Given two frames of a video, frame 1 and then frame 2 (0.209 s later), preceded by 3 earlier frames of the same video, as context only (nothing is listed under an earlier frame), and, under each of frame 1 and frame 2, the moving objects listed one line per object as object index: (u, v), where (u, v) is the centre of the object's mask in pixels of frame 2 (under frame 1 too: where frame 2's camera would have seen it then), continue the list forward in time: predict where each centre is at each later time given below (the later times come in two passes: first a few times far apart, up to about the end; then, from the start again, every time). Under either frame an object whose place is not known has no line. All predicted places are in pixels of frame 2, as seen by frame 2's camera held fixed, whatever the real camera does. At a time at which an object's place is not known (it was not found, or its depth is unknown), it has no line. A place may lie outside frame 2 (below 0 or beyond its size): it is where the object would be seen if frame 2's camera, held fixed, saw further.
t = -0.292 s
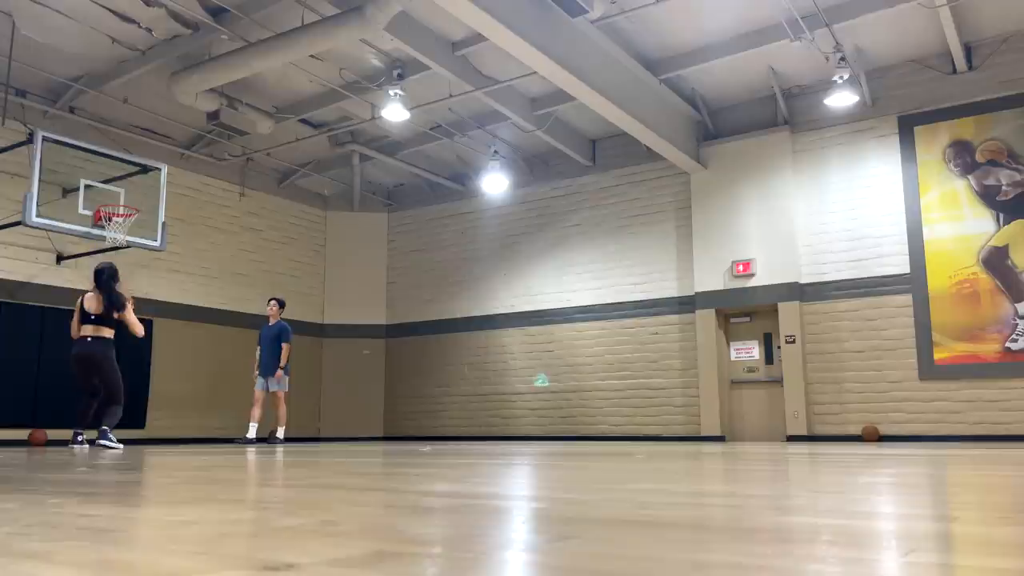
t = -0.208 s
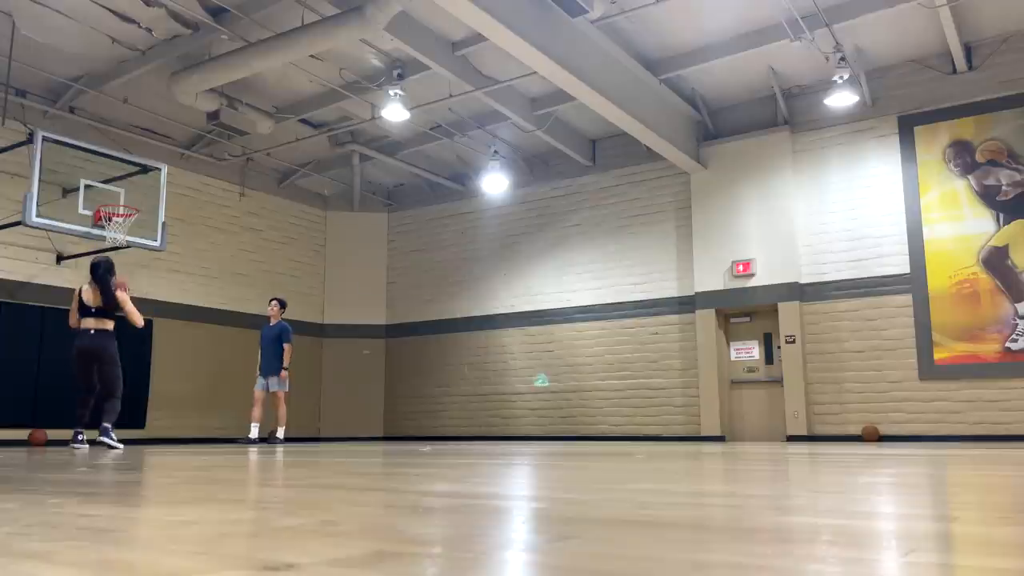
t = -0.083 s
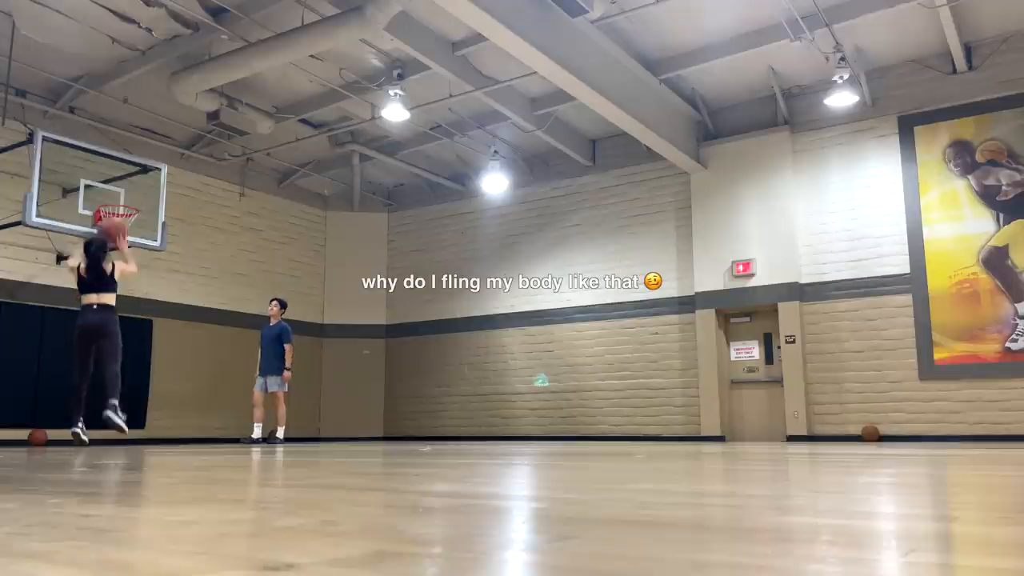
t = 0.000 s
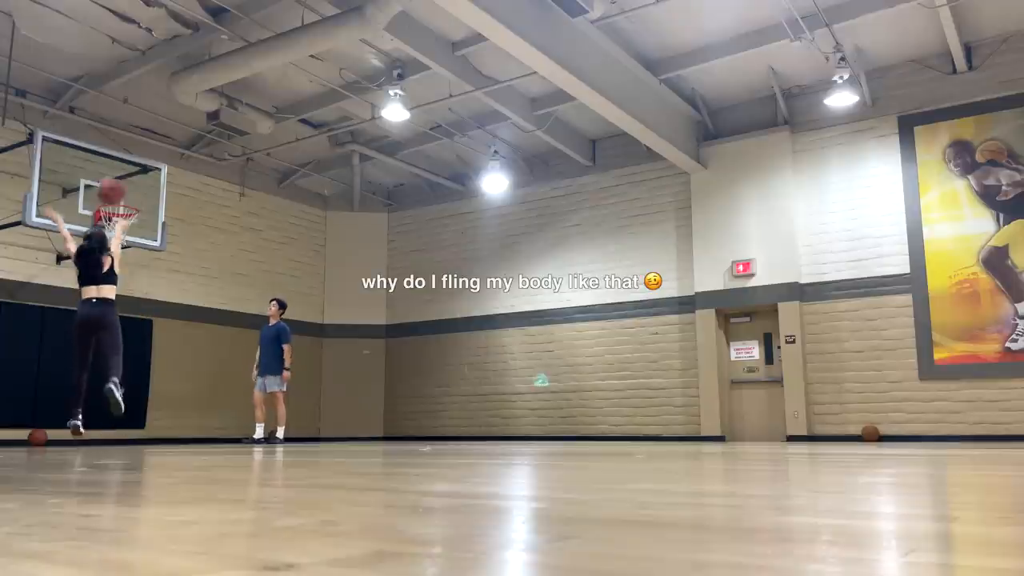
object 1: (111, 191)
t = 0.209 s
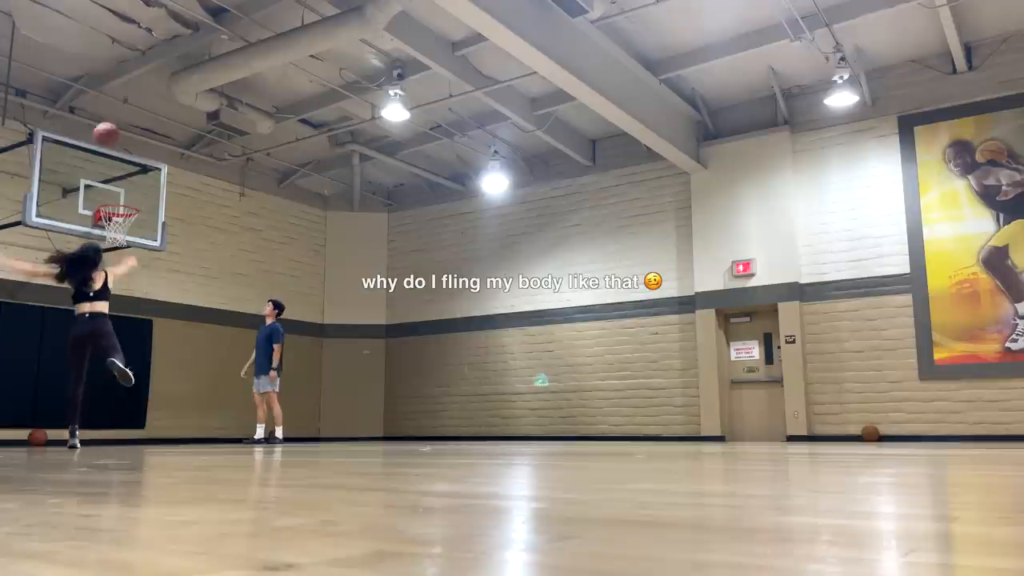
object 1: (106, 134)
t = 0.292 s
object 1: (103, 125)
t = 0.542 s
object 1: (95, 133)
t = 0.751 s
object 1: (87, 177)
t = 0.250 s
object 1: (105, 129)
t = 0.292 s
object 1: (103, 125)
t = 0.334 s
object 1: (102, 123)
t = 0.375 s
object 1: (102, 122)
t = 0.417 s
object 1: (100, 123)
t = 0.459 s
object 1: (99, 126)
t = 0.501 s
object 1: (97, 129)
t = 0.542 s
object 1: (95, 133)
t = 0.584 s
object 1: (93, 141)
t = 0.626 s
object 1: (92, 148)
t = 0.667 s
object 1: (90, 156)
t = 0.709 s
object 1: (89, 167)
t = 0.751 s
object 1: (87, 177)
